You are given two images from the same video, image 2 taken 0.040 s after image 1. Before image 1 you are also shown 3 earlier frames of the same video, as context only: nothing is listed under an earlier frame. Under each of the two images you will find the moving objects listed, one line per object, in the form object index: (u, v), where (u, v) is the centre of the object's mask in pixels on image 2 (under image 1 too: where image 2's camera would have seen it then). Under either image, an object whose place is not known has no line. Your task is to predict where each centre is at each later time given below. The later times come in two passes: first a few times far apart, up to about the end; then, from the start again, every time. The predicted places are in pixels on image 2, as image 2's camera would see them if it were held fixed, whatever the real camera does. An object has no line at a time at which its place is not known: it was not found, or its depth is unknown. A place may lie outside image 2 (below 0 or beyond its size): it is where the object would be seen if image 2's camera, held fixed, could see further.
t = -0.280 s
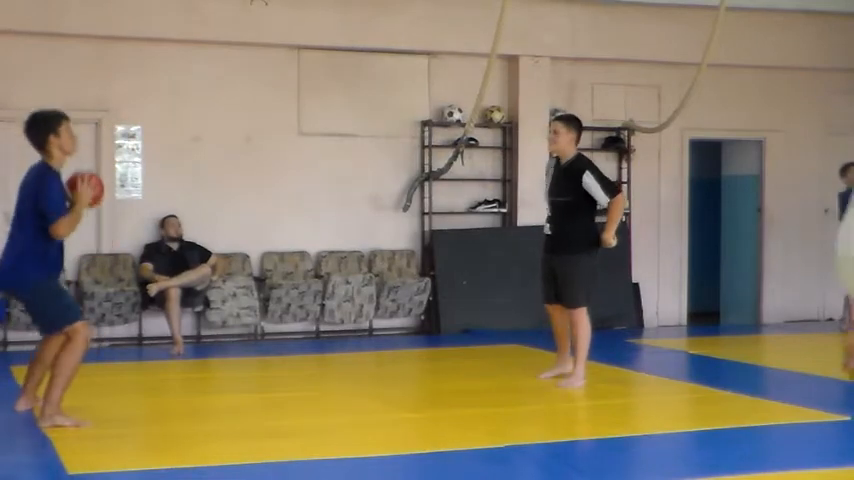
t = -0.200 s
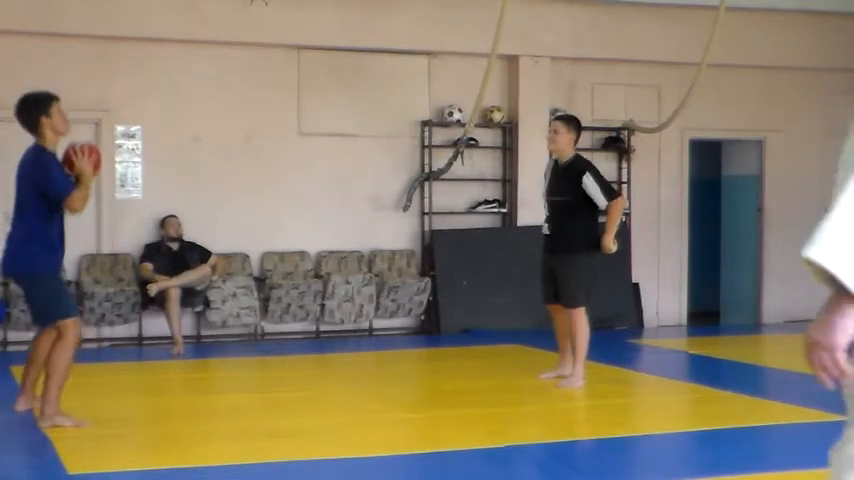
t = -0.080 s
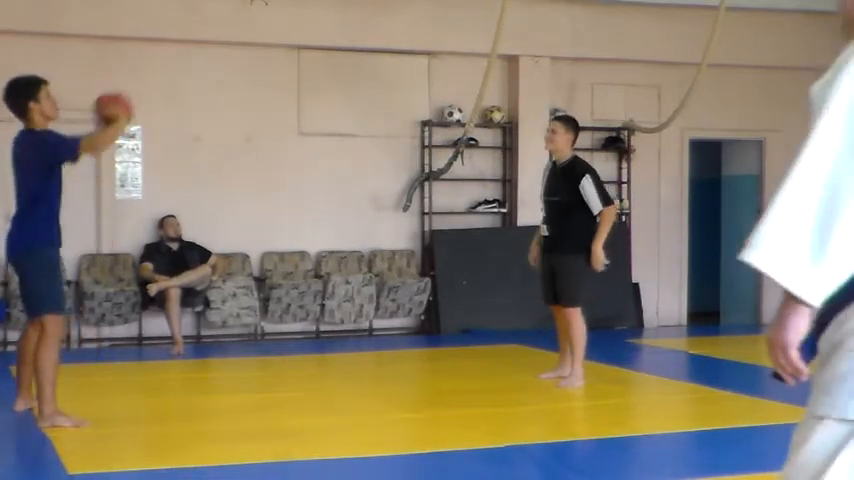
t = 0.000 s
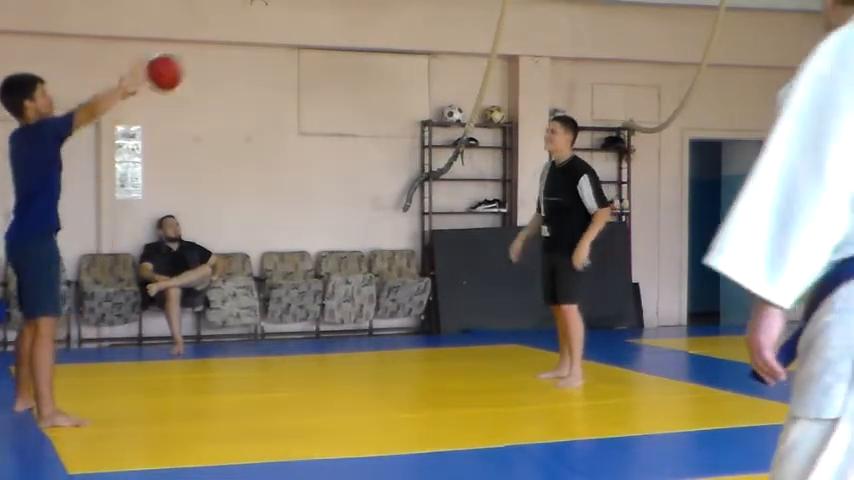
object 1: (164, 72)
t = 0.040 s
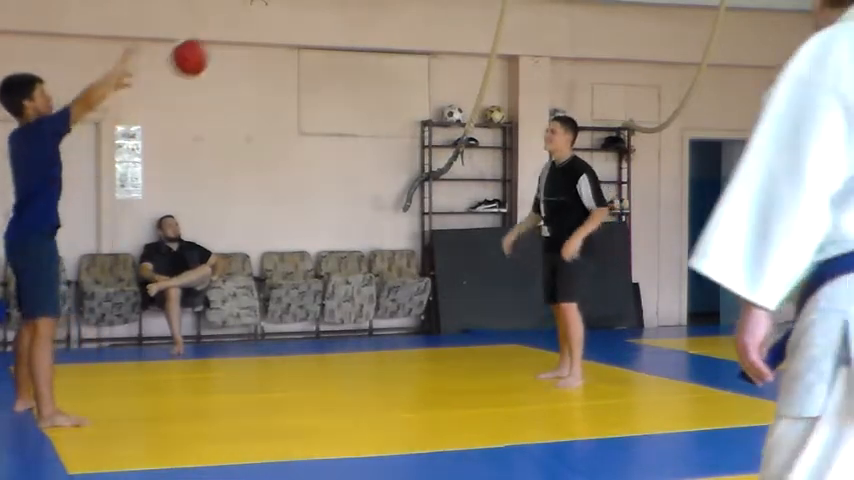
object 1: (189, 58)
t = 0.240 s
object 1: (313, 28)
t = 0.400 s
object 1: (403, 53)
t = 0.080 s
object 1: (215, 46)
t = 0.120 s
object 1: (240, 36)
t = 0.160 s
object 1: (264, 31)
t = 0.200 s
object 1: (289, 27)
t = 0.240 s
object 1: (313, 28)
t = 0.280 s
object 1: (336, 30)
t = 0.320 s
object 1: (358, 35)
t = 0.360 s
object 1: (381, 43)
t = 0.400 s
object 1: (403, 53)
